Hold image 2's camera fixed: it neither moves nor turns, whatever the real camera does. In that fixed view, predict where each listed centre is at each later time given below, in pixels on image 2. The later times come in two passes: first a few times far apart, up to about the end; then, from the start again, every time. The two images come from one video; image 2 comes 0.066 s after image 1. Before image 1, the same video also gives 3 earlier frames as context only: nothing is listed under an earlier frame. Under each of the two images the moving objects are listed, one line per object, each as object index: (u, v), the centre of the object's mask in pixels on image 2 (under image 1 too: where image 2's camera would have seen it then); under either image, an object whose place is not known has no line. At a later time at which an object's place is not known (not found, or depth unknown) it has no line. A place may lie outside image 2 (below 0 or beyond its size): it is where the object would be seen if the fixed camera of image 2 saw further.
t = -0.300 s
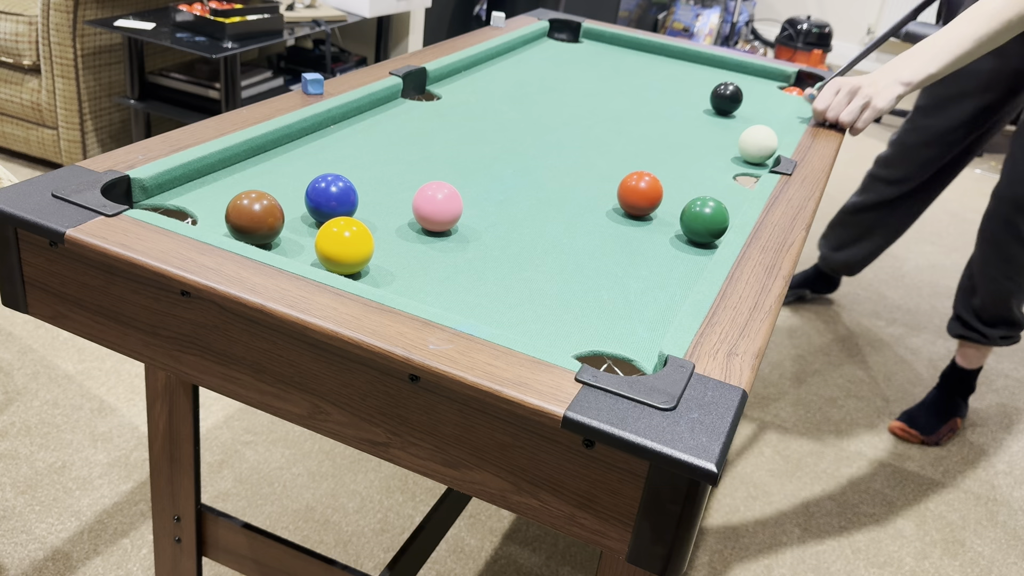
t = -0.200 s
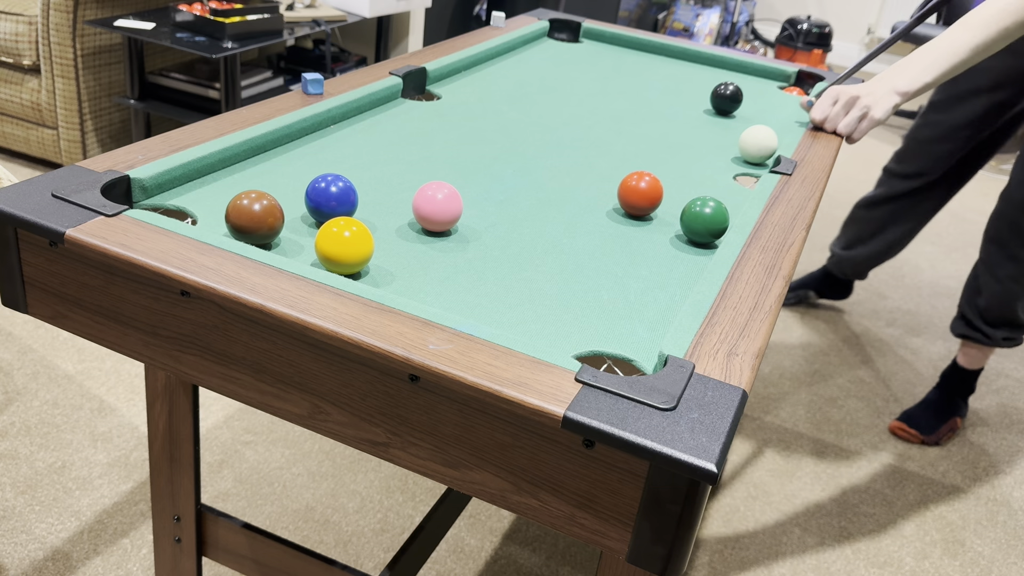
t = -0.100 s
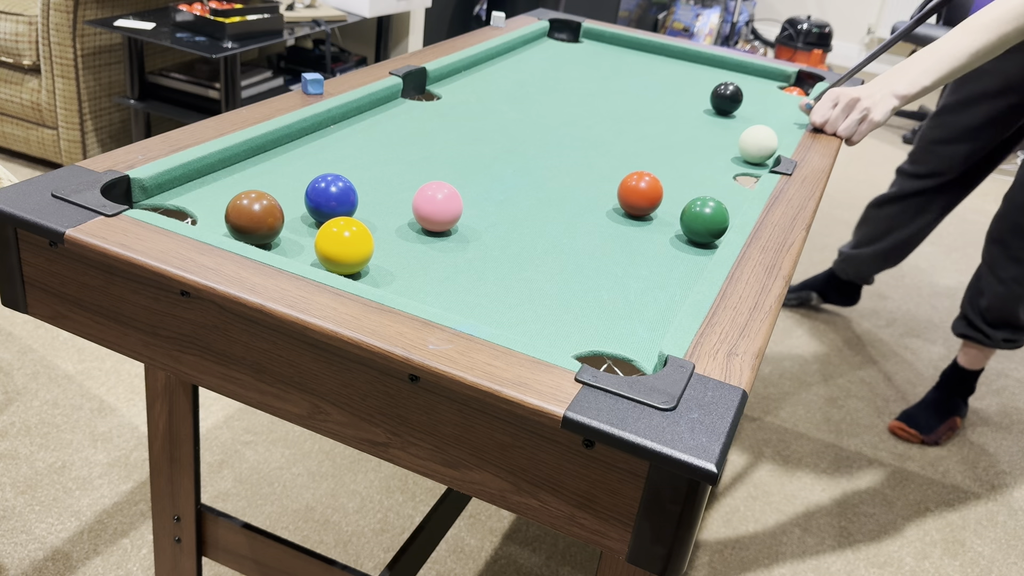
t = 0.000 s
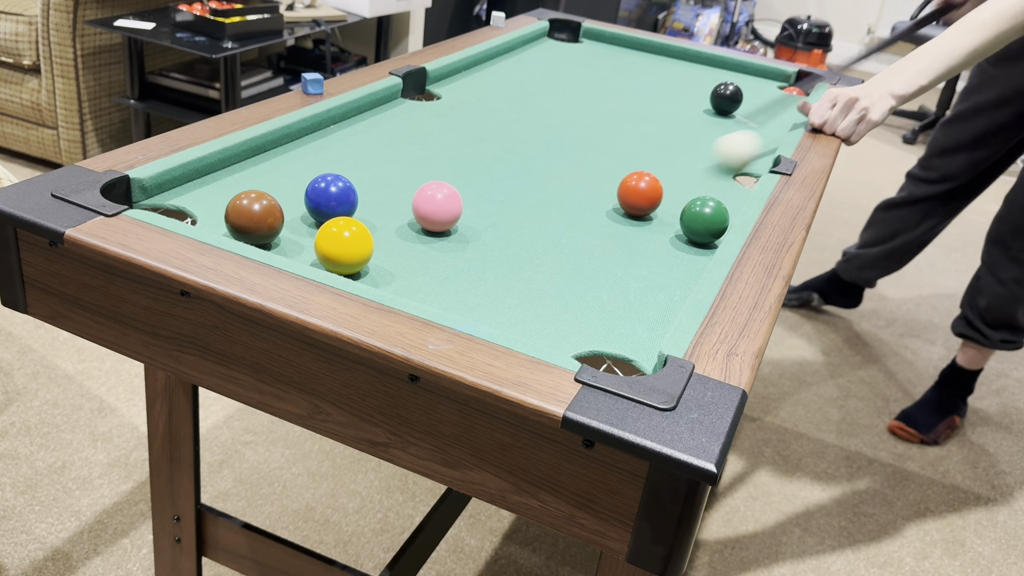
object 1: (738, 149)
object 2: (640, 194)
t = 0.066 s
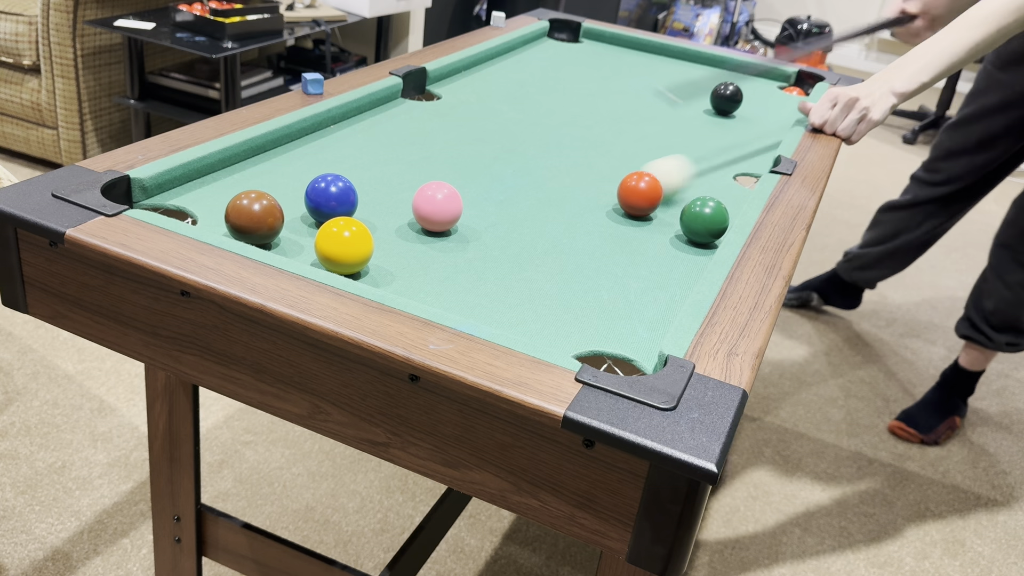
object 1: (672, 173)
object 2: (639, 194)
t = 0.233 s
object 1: (589, 174)
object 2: (490, 292)
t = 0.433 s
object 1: (480, 176)
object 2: (522, 228)
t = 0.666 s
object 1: (347, 169)
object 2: (545, 179)
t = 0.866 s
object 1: (216, 175)
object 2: (558, 147)
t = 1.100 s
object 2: (569, 117)
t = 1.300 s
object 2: (577, 97)
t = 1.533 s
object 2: (586, 77)
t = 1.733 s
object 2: (592, 63)
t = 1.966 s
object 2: (597, 48)
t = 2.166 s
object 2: (599, 38)
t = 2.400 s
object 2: (596, 32)
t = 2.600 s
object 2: (584, 32)
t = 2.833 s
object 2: (574, 34)
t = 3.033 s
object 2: (566, 35)
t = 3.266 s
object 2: (559, 36)
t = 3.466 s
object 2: (553, 38)
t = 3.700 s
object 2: (548, 39)
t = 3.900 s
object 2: (546, 41)
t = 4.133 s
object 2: (544, 42)
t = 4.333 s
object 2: (543, 43)
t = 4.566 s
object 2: (542, 44)
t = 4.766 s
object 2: (542, 44)
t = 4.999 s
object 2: (542, 44)
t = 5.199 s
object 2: (542, 44)
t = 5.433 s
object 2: (542, 44)
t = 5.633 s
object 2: (542, 44)
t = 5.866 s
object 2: (542, 44)
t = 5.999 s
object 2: (542, 44)
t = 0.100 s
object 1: (649, 176)
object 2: (620, 206)
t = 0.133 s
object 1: (634, 177)
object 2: (591, 225)
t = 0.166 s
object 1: (620, 175)
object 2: (559, 246)
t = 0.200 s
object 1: (605, 175)
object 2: (527, 268)
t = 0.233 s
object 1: (589, 174)
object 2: (490, 292)
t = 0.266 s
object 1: (572, 174)
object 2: (478, 282)
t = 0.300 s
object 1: (554, 175)
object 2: (491, 254)
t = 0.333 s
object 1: (536, 176)
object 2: (501, 240)
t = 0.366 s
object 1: (517, 176)
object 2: (509, 238)
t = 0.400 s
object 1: (499, 176)
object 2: (516, 239)
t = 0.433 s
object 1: (480, 176)
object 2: (522, 228)
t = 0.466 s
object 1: (464, 174)
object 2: (528, 219)
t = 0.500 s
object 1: (444, 170)
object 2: (531, 212)
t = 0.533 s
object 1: (421, 172)
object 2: (534, 204)
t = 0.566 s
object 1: (403, 176)
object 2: (537, 198)
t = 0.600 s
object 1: (384, 177)
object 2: (540, 191)
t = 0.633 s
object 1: (366, 175)
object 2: (543, 185)
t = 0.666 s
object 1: (347, 169)
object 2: (545, 179)
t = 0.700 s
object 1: (320, 167)
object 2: (547, 173)
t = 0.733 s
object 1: (298, 174)
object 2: (550, 167)
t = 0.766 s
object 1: (281, 176)
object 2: (552, 162)
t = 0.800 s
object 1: (260, 172)
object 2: (554, 157)
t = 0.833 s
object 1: (237, 173)
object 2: (556, 152)
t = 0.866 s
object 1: (216, 175)
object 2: (558, 147)
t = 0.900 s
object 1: (195, 176)
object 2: (559, 142)
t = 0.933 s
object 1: (184, 178)
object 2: (561, 138)
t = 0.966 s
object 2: (563, 133)
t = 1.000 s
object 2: (564, 129)
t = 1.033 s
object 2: (566, 125)
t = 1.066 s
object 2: (567, 121)
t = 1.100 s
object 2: (569, 117)
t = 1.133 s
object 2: (571, 114)
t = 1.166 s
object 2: (572, 110)
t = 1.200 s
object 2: (573, 107)
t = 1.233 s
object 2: (575, 103)
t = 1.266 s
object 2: (576, 100)
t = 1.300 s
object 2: (577, 97)
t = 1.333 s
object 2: (579, 94)
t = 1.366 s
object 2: (580, 91)
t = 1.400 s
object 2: (581, 88)
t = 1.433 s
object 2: (582, 85)
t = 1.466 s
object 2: (584, 83)
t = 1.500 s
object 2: (585, 80)
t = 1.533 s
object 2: (586, 77)
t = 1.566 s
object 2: (587, 75)
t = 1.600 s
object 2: (588, 72)
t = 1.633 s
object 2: (589, 70)
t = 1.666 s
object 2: (590, 67)
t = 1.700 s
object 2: (591, 65)
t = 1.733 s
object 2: (592, 63)
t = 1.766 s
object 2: (592, 61)
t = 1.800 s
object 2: (593, 58)
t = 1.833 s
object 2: (594, 56)
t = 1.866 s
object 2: (595, 54)
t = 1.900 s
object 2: (595, 52)
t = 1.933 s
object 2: (596, 50)
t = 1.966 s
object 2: (597, 48)
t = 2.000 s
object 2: (597, 46)
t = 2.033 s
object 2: (598, 44)
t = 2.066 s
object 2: (598, 43)
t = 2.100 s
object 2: (599, 41)
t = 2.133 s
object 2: (599, 40)
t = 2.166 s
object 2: (599, 38)
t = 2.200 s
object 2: (600, 36)
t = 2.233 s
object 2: (600, 35)
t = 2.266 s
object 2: (601, 33)
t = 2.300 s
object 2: (601, 32)
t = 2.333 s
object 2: (601, 31)
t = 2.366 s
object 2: (598, 32)
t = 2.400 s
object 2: (596, 32)
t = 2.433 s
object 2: (594, 32)
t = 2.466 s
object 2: (592, 32)
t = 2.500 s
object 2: (590, 32)
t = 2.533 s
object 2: (588, 32)
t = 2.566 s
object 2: (586, 33)
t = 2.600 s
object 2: (584, 32)
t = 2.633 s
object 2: (583, 33)
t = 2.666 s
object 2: (581, 33)
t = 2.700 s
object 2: (579, 33)
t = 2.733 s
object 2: (578, 33)
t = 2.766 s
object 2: (576, 33)
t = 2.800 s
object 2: (575, 33)
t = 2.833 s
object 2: (574, 34)
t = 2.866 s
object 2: (573, 34)
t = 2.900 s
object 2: (571, 34)
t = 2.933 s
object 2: (570, 34)
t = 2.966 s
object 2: (569, 34)
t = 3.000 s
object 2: (567, 34)
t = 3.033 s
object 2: (566, 35)
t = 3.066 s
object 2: (565, 35)
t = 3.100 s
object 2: (564, 35)
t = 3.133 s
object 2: (563, 35)
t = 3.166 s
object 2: (562, 35)
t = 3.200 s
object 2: (561, 36)
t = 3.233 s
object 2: (560, 36)
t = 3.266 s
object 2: (559, 36)
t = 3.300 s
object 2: (558, 36)
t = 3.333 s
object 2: (557, 37)
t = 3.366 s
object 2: (556, 37)
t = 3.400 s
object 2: (555, 37)
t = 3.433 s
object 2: (554, 38)
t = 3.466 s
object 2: (553, 38)
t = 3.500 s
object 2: (552, 38)
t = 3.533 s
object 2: (552, 38)
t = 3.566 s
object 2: (551, 38)
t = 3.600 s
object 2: (550, 39)
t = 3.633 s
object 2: (550, 39)
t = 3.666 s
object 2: (549, 39)
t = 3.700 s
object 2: (548, 39)
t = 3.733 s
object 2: (548, 40)
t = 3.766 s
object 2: (547, 40)
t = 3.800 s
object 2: (547, 40)
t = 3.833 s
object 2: (546, 40)
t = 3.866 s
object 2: (546, 40)
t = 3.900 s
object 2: (546, 41)
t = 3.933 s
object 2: (545, 41)
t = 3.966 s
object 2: (545, 41)
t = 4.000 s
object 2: (545, 41)
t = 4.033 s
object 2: (544, 42)
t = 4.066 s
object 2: (544, 42)
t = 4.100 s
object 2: (544, 42)
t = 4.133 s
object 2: (544, 42)
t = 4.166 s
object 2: (543, 42)
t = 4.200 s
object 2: (543, 43)
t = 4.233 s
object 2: (543, 43)
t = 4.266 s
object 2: (543, 43)
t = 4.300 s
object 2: (543, 43)
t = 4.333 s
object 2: (543, 43)
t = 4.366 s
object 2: (542, 43)
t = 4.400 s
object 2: (542, 43)
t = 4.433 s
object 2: (542, 43)
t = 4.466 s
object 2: (542, 44)
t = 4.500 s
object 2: (542, 44)
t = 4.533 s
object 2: (542, 43)
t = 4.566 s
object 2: (542, 44)
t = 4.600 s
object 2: (542, 44)
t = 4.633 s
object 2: (542, 44)
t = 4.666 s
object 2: (542, 44)
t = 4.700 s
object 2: (542, 44)
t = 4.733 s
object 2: (542, 44)
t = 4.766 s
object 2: (542, 44)
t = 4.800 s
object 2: (542, 44)
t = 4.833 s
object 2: (542, 44)
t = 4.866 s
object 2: (542, 44)
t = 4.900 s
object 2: (542, 44)
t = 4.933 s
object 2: (542, 44)
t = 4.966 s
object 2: (542, 44)
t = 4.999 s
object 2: (542, 44)
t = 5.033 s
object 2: (542, 44)
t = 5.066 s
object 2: (542, 44)
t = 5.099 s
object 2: (542, 44)
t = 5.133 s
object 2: (542, 44)
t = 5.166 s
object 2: (542, 44)
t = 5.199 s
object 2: (542, 44)
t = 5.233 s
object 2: (542, 44)
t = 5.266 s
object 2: (542, 44)
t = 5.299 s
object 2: (542, 44)
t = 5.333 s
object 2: (542, 44)
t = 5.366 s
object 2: (542, 44)
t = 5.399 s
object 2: (542, 44)
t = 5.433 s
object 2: (542, 44)
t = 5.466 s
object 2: (542, 44)
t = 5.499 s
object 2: (542, 44)
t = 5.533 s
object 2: (542, 44)
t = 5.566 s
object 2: (542, 44)
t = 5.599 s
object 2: (542, 44)
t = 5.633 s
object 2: (542, 44)
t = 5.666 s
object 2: (542, 44)
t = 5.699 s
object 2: (542, 44)
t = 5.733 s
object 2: (542, 44)
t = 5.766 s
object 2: (542, 44)
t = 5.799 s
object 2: (542, 44)
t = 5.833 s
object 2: (542, 44)
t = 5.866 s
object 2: (542, 44)
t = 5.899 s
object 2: (542, 44)
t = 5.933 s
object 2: (542, 44)
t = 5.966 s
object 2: (542, 44)
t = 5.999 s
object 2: (542, 44)
